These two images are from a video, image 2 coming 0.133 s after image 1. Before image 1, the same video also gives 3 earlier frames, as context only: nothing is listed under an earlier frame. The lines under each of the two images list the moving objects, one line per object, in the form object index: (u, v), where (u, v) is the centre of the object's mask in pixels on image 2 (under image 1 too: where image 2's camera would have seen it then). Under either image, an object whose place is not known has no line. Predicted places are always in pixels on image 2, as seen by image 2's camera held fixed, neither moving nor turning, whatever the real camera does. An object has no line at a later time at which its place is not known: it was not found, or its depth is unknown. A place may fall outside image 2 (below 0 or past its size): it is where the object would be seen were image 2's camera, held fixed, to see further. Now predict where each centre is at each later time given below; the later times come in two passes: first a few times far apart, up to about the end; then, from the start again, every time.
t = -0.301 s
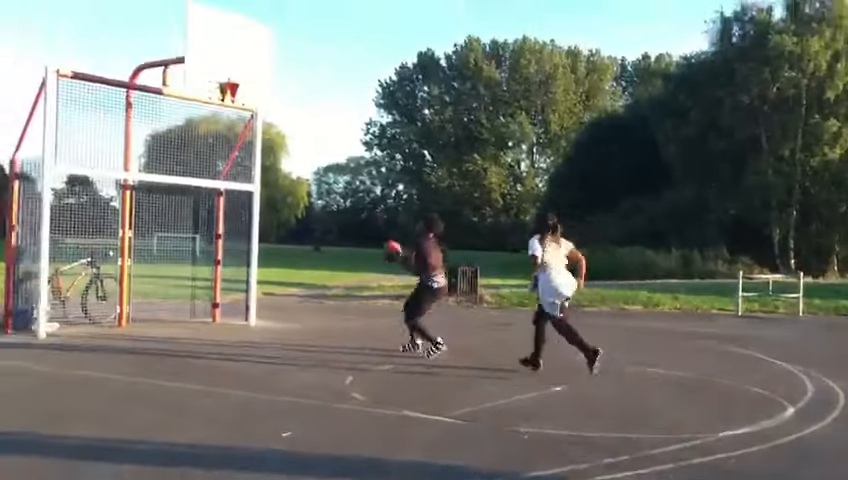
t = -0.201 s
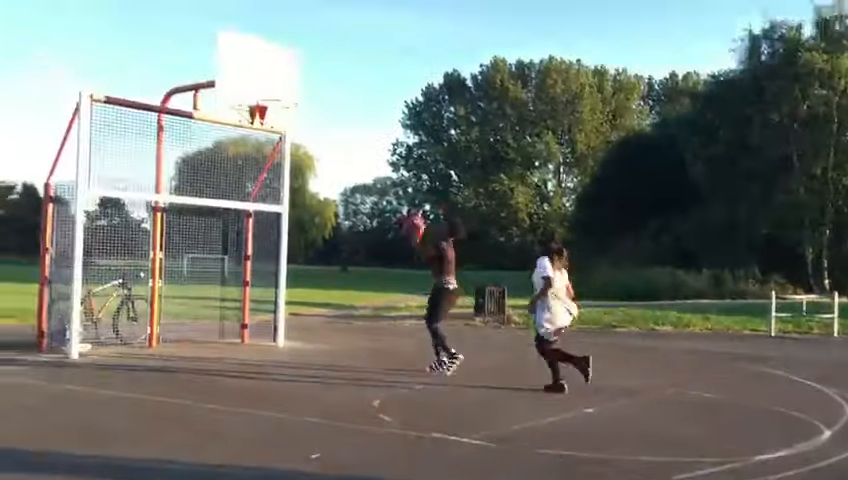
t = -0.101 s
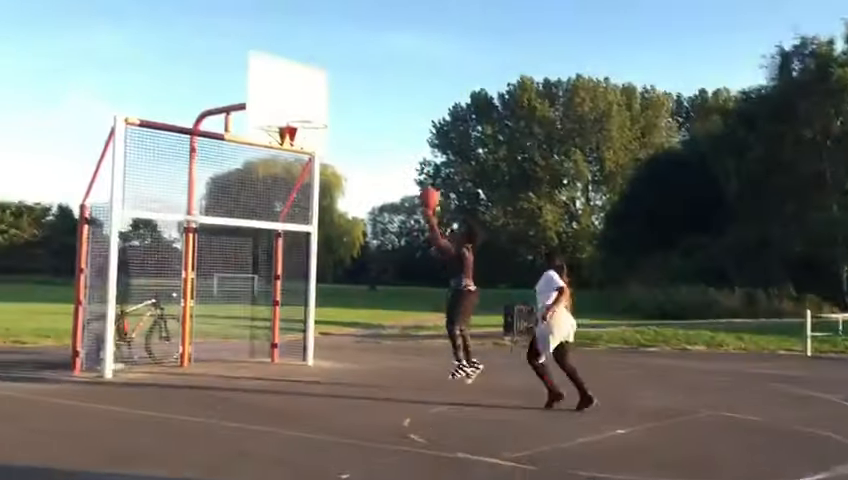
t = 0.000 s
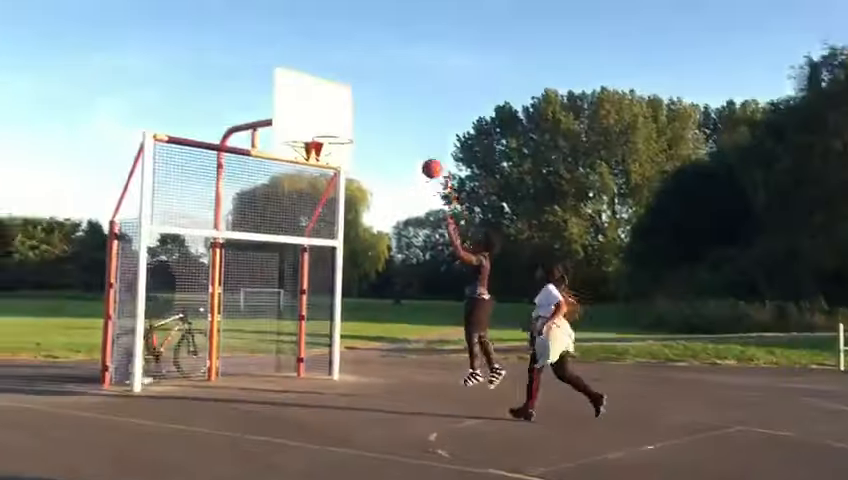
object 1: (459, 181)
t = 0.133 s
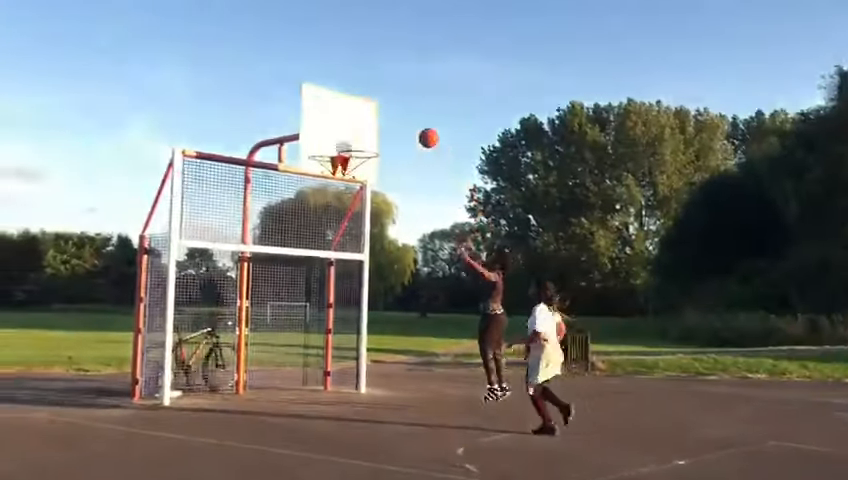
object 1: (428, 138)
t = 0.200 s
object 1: (414, 121)
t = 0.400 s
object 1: (371, 94)
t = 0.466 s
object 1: (357, 92)
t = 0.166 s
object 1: (421, 129)
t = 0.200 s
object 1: (414, 121)
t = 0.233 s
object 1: (406, 115)
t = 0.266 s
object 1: (399, 109)
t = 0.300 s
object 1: (392, 104)
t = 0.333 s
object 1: (385, 100)
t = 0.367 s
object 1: (378, 96)
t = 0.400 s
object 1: (371, 94)
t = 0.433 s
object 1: (364, 93)
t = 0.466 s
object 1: (357, 92)
